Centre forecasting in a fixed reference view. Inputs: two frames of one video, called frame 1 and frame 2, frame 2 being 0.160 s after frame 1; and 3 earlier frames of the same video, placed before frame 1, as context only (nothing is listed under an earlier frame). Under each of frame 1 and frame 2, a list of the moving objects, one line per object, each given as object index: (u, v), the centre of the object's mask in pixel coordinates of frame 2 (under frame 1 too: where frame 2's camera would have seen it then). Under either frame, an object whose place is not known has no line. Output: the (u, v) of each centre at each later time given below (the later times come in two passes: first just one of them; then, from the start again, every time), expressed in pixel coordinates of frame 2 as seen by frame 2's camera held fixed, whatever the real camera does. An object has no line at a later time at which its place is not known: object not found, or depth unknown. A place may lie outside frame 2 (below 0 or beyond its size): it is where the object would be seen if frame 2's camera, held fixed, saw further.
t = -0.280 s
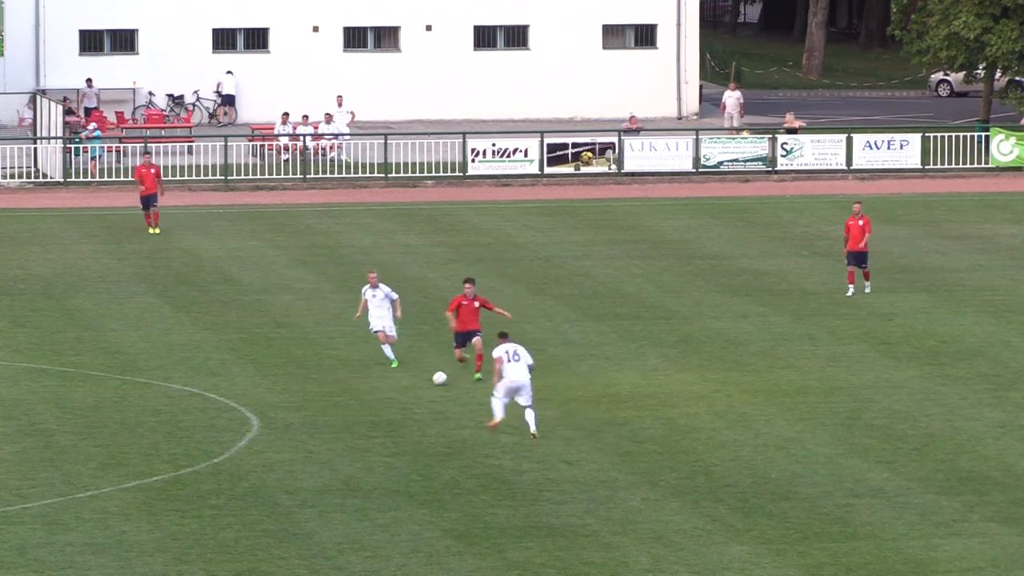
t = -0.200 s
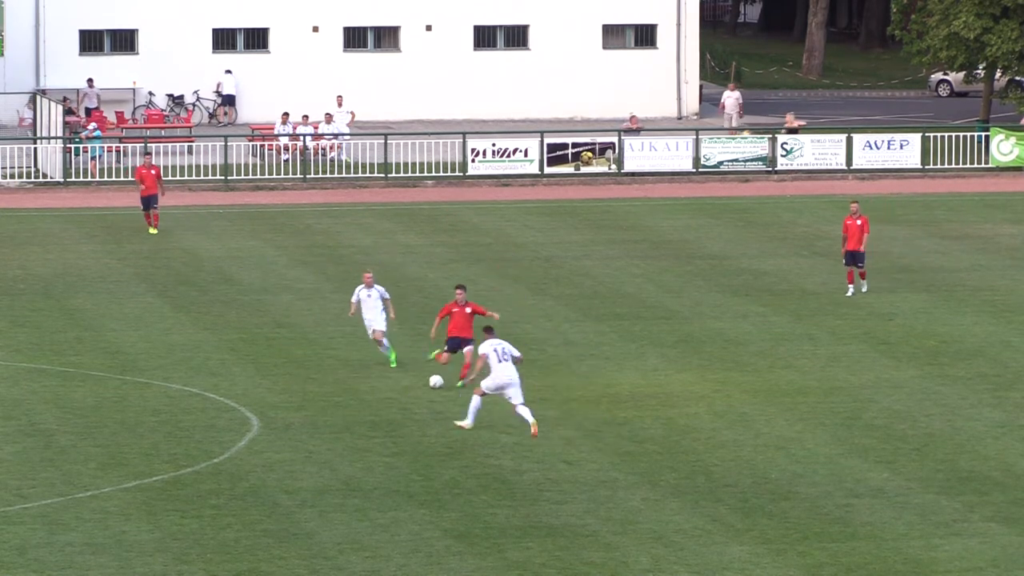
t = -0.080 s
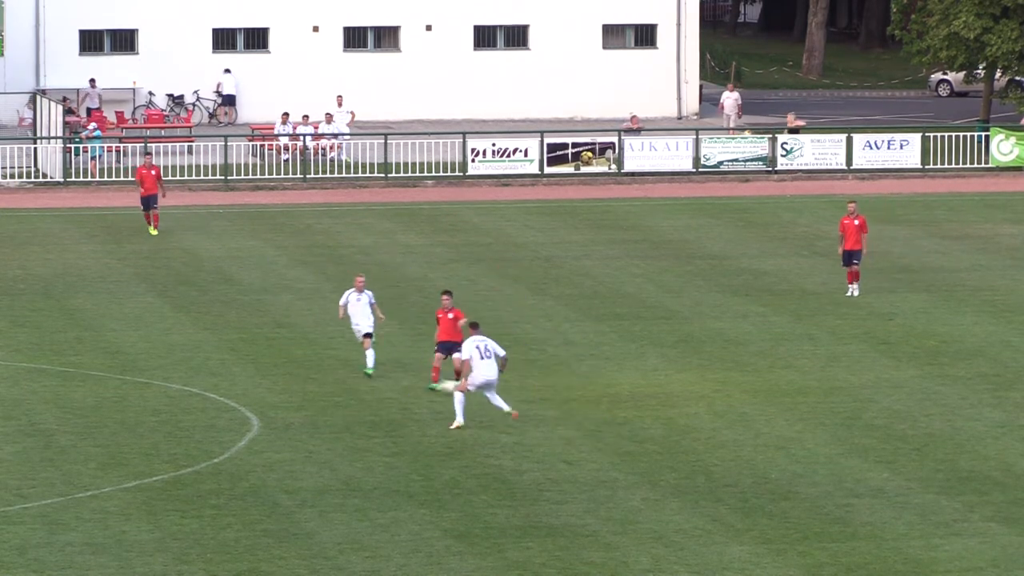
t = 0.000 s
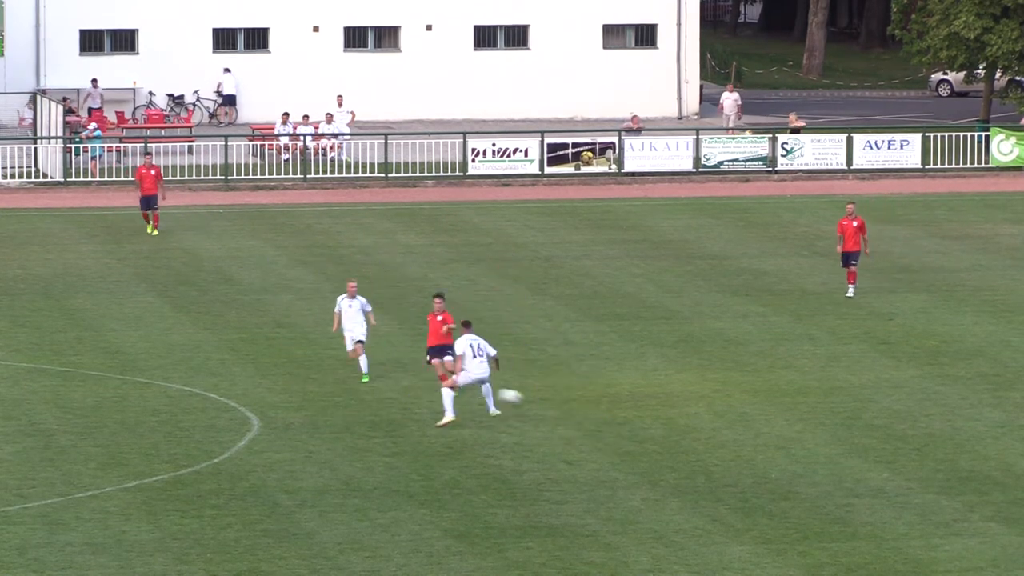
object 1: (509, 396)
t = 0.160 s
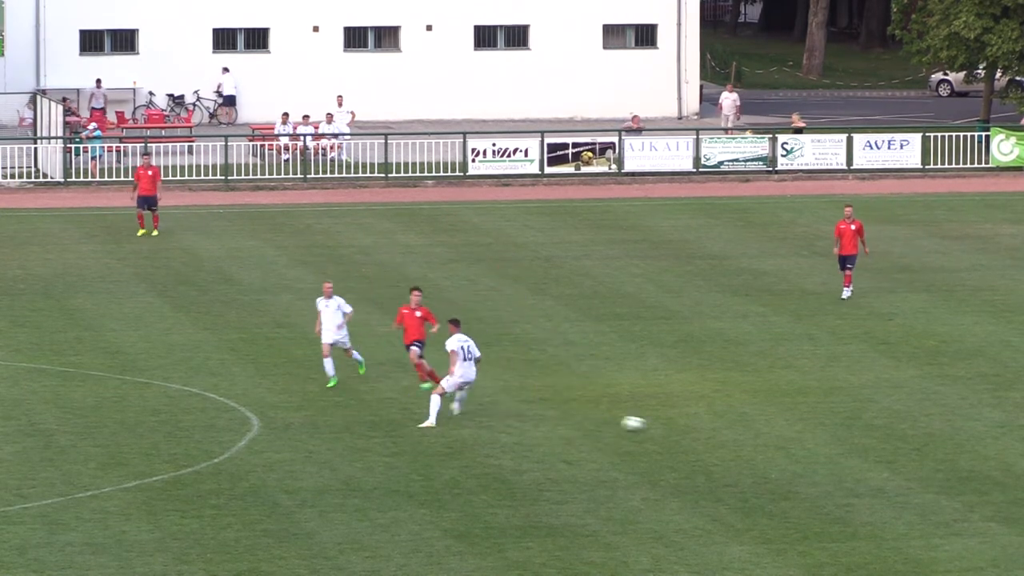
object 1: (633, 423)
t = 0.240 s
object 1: (691, 430)
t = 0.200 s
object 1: (661, 426)
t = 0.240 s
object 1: (691, 430)
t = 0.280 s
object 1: (720, 436)
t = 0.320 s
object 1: (750, 443)
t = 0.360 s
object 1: (781, 452)
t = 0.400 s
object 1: (809, 457)
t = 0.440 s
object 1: (835, 459)
